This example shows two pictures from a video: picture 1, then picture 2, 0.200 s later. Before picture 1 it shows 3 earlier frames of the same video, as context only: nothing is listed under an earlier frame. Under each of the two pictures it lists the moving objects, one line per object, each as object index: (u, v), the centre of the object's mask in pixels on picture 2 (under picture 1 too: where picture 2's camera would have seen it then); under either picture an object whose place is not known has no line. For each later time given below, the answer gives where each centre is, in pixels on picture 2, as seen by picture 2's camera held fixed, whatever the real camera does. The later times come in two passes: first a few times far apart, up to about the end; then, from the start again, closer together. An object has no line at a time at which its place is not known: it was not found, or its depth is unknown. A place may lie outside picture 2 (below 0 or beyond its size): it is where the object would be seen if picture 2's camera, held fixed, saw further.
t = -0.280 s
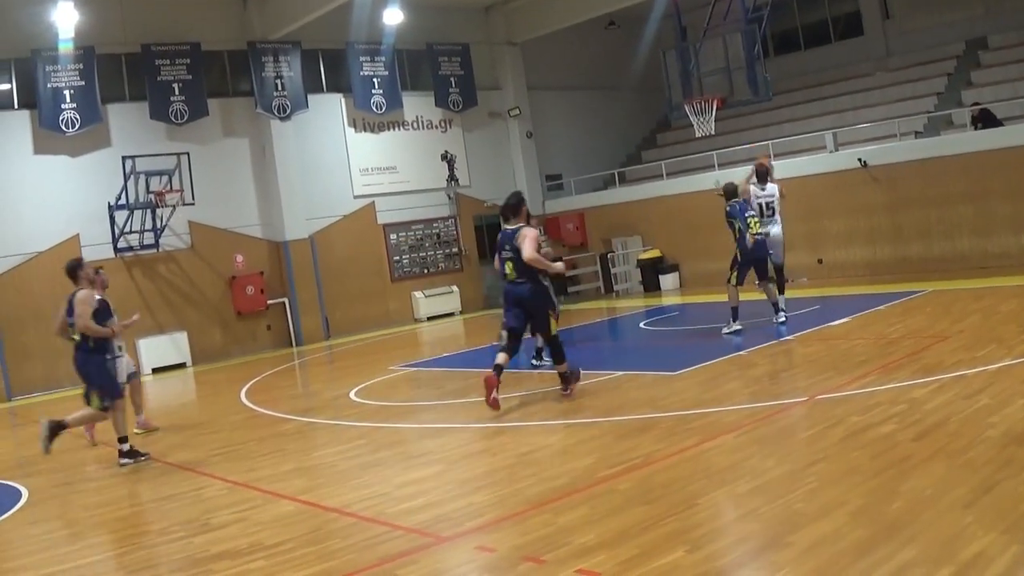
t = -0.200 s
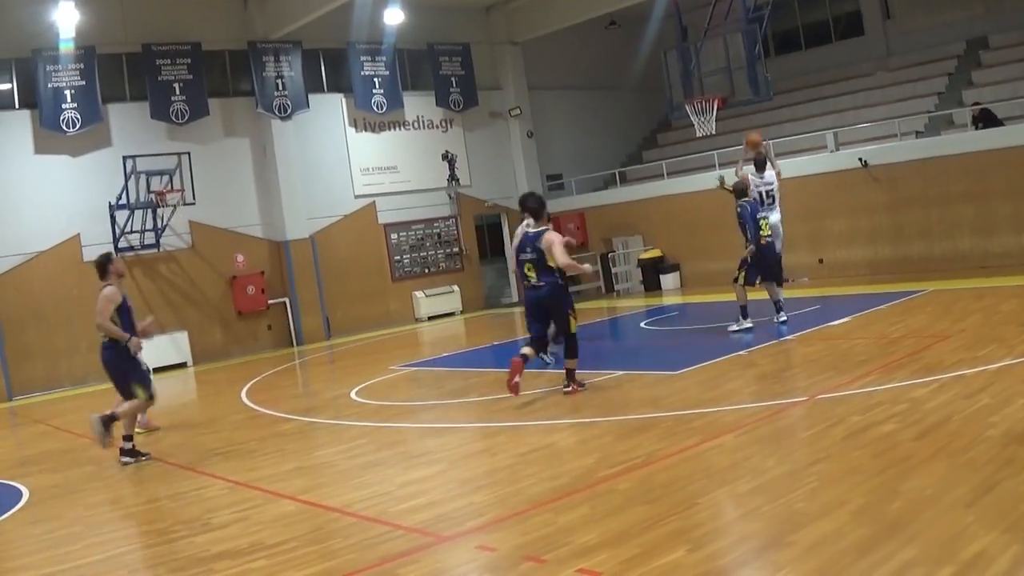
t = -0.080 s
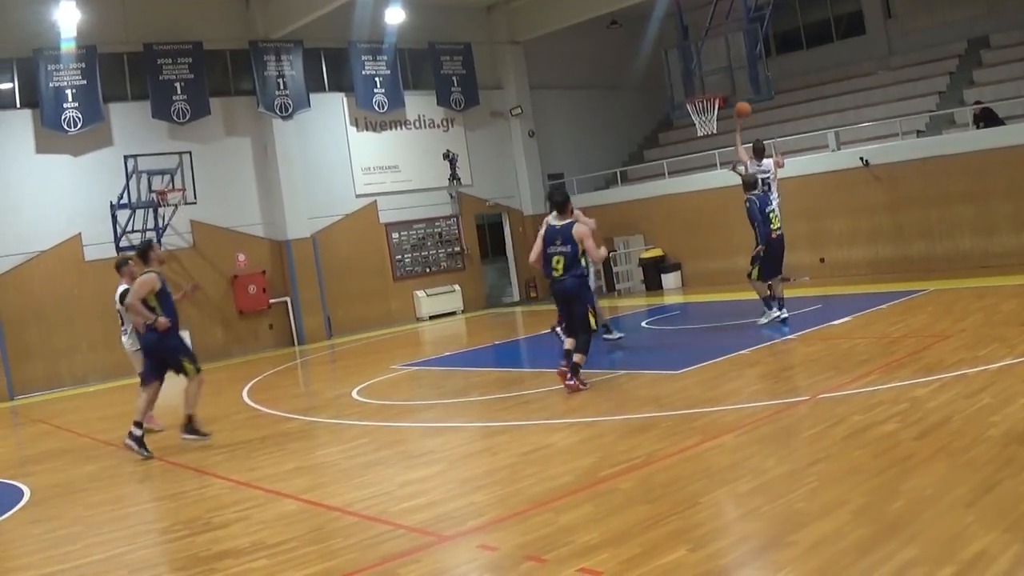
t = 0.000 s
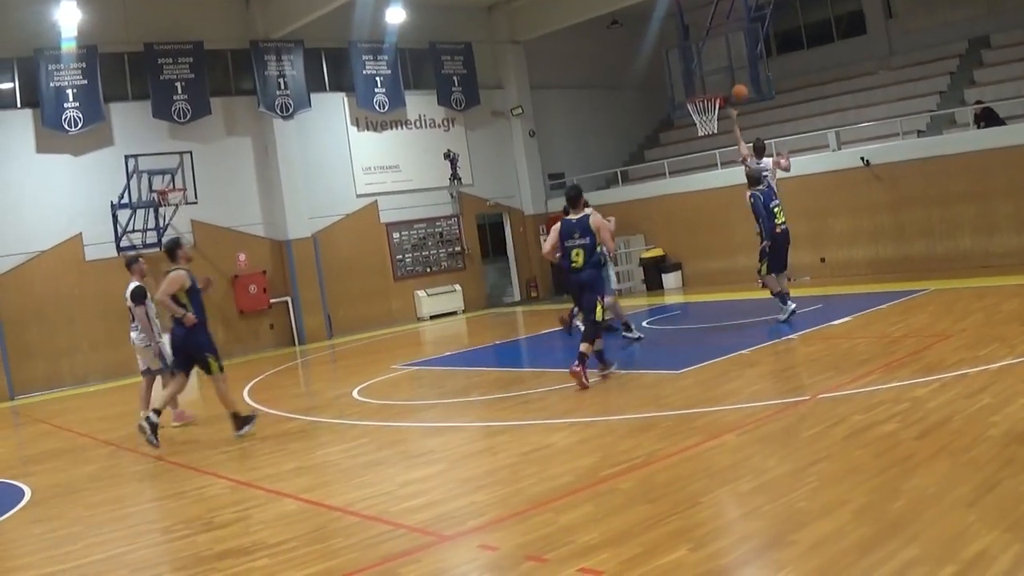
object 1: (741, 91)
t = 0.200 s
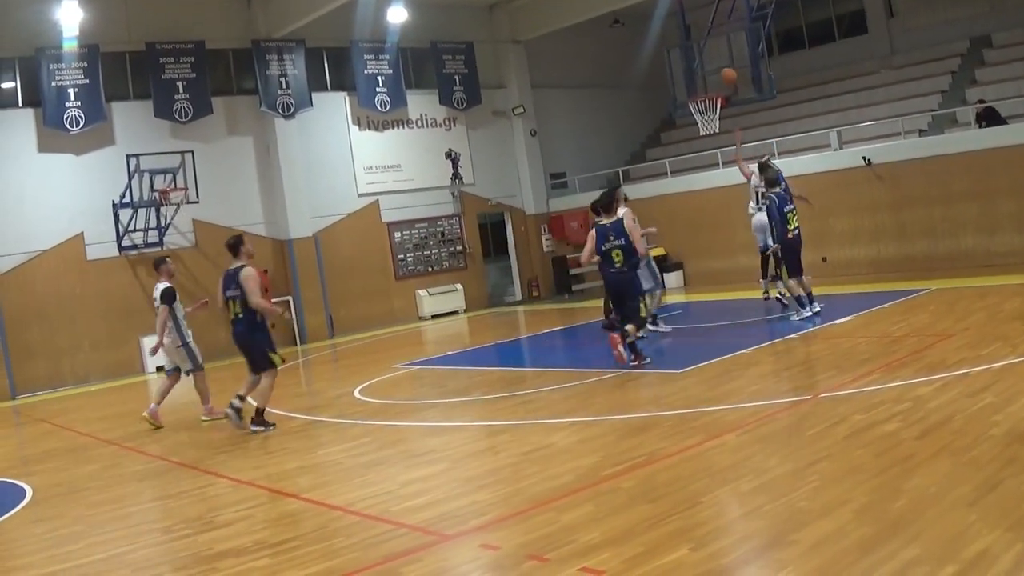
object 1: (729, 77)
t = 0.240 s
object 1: (725, 78)
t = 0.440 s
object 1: (710, 82)
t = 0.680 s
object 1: (697, 88)
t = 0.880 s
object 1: (688, 90)
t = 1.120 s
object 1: (676, 105)
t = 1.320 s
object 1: (670, 147)
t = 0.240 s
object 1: (725, 78)
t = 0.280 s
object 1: (720, 80)
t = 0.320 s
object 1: (716, 83)
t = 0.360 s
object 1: (714, 84)
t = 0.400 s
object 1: (712, 82)
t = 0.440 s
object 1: (710, 82)
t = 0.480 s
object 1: (707, 82)
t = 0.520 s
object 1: (705, 84)
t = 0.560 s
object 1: (703, 86)
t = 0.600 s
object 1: (702, 87)
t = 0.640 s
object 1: (700, 87)
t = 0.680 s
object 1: (697, 88)
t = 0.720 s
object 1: (696, 88)
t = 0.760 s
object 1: (694, 89)
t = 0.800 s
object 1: (693, 89)
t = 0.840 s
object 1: (691, 89)
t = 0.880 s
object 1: (688, 90)
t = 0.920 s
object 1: (686, 91)
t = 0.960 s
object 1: (684, 92)
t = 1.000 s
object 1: (682, 94)
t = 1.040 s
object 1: (680, 96)
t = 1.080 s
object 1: (678, 101)
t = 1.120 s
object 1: (676, 105)
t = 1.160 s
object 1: (675, 111)
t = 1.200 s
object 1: (674, 119)
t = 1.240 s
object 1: (672, 126)
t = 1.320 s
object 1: (670, 147)
